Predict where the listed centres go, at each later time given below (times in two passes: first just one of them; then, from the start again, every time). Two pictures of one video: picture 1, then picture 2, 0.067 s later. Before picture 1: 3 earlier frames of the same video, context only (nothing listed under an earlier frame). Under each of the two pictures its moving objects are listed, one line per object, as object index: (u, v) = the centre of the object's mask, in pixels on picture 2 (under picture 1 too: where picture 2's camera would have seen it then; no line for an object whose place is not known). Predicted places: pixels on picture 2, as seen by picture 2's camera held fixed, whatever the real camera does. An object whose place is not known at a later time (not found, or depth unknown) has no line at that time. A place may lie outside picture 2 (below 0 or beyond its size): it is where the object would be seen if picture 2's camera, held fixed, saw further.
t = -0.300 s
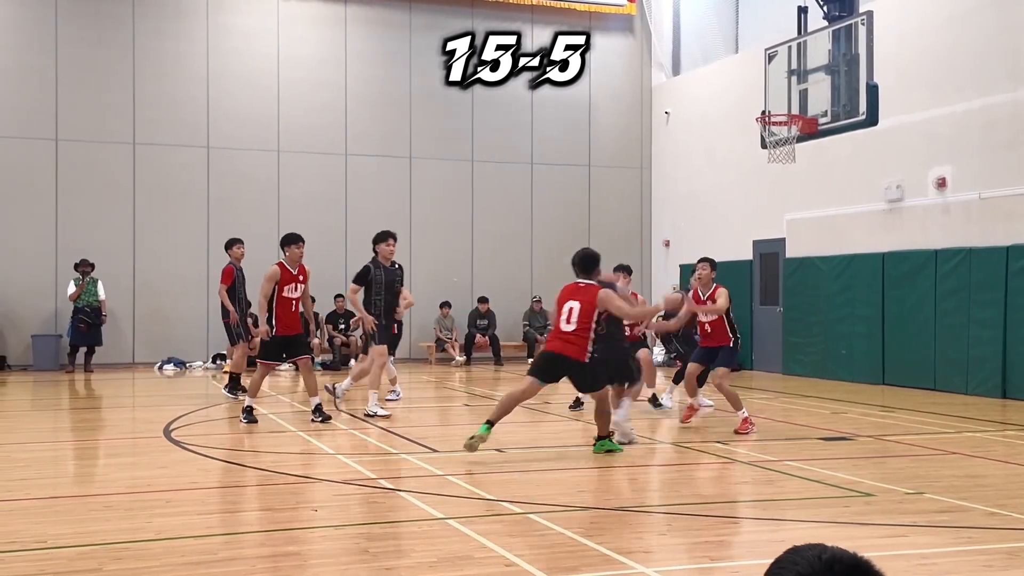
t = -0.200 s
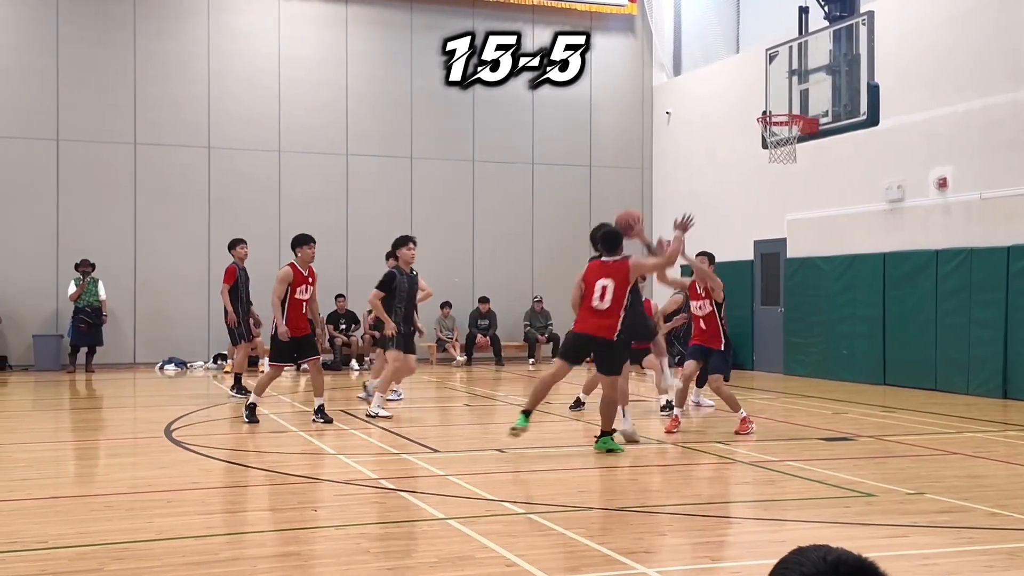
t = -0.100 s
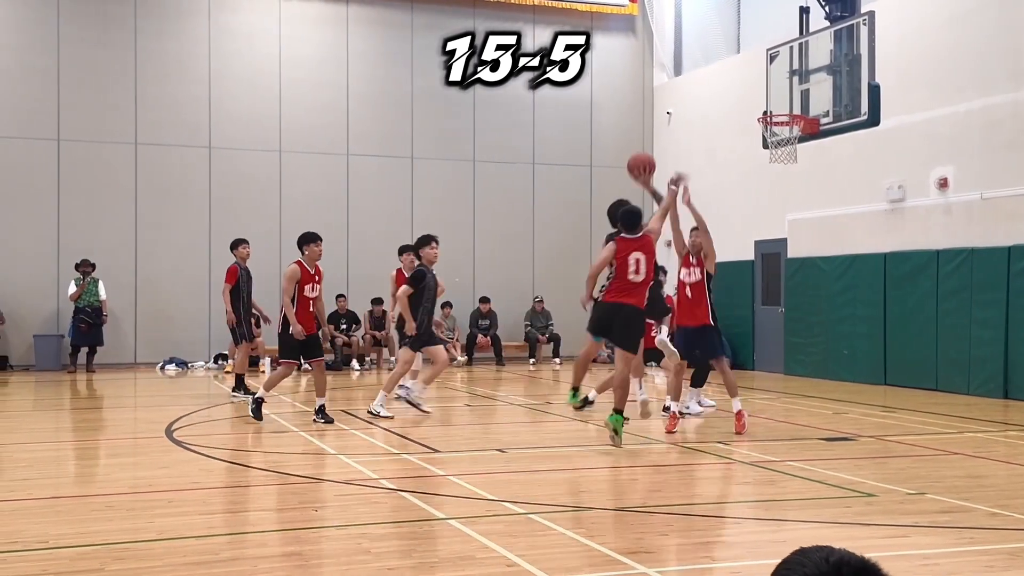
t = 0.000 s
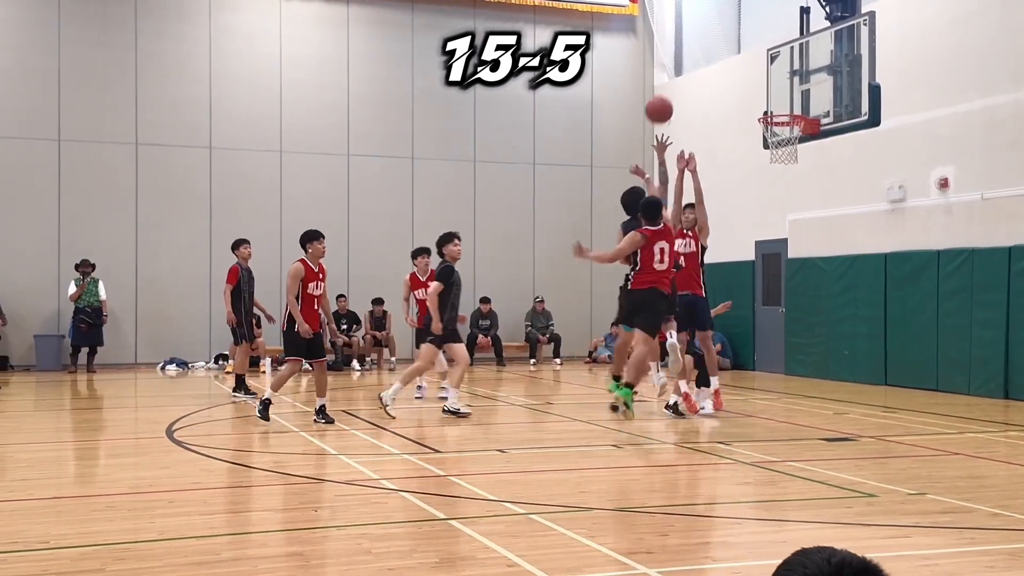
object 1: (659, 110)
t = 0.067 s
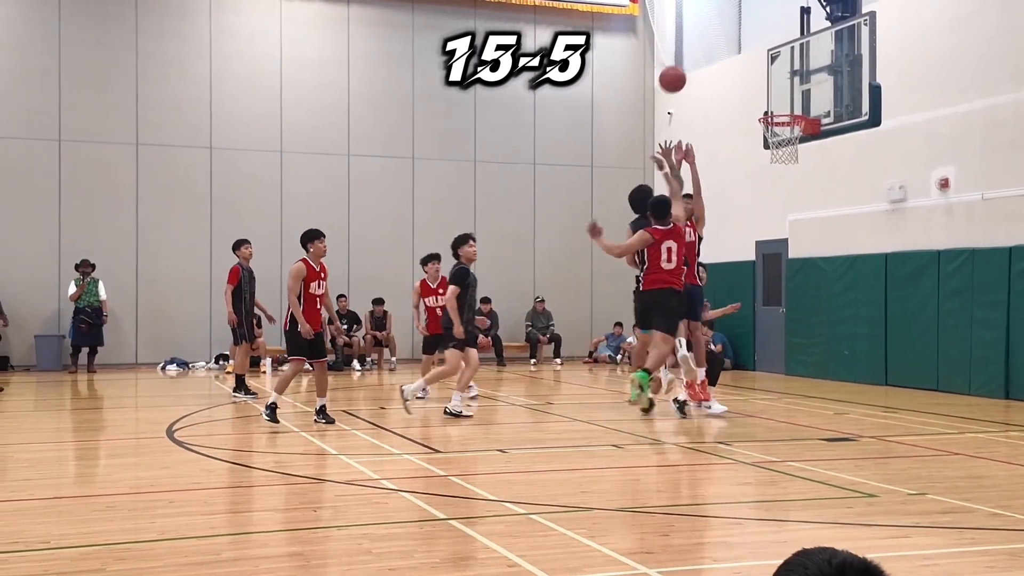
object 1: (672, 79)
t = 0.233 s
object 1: (703, 28)
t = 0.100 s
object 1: (679, 66)
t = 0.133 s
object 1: (685, 55)
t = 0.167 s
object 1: (691, 45)
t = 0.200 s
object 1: (697, 36)
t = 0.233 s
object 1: (703, 28)
